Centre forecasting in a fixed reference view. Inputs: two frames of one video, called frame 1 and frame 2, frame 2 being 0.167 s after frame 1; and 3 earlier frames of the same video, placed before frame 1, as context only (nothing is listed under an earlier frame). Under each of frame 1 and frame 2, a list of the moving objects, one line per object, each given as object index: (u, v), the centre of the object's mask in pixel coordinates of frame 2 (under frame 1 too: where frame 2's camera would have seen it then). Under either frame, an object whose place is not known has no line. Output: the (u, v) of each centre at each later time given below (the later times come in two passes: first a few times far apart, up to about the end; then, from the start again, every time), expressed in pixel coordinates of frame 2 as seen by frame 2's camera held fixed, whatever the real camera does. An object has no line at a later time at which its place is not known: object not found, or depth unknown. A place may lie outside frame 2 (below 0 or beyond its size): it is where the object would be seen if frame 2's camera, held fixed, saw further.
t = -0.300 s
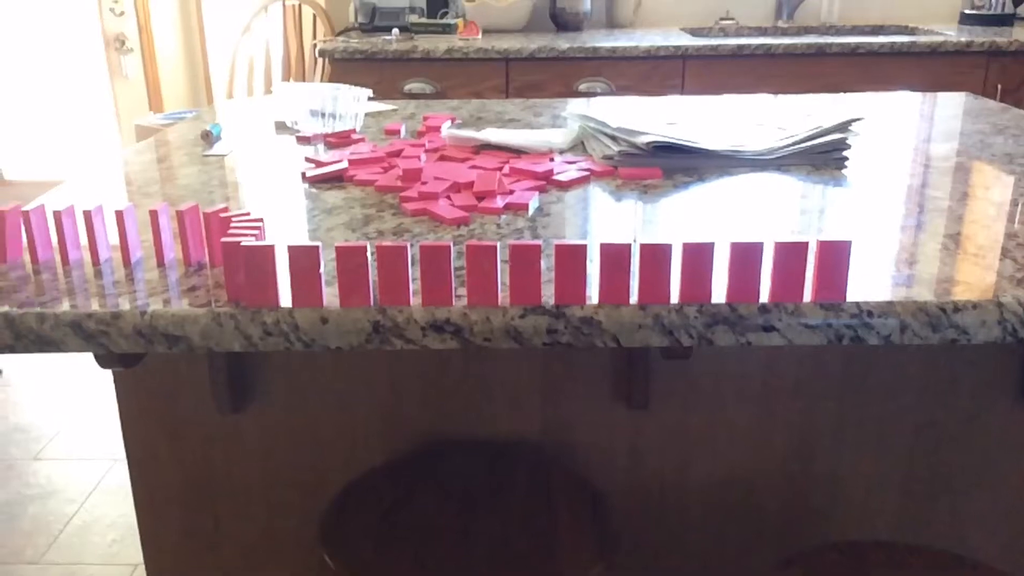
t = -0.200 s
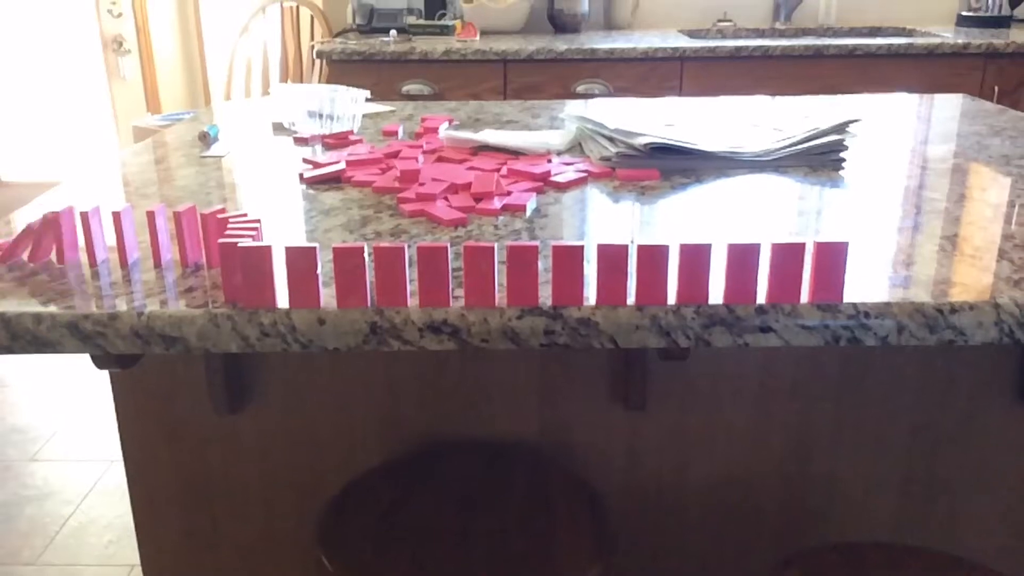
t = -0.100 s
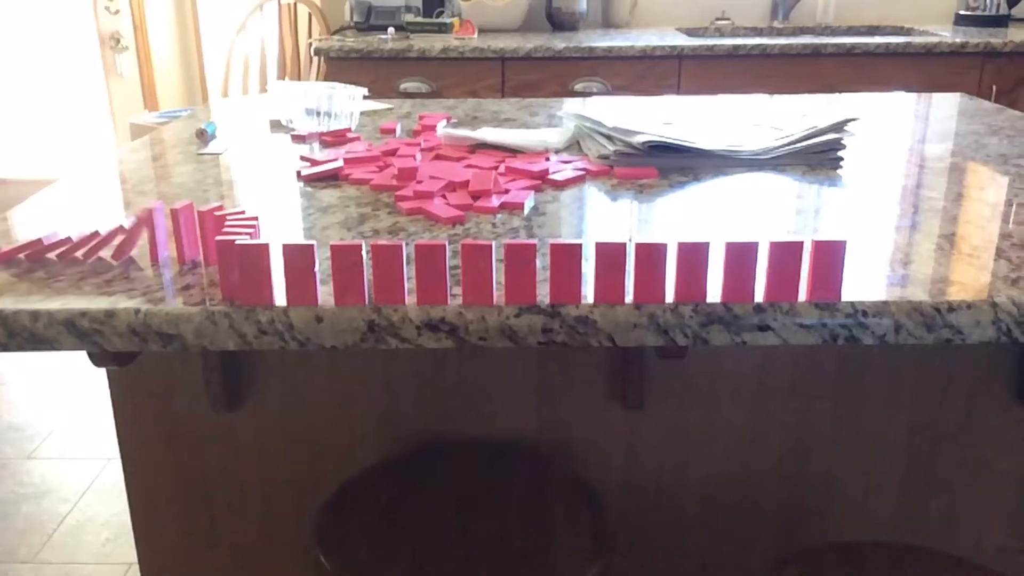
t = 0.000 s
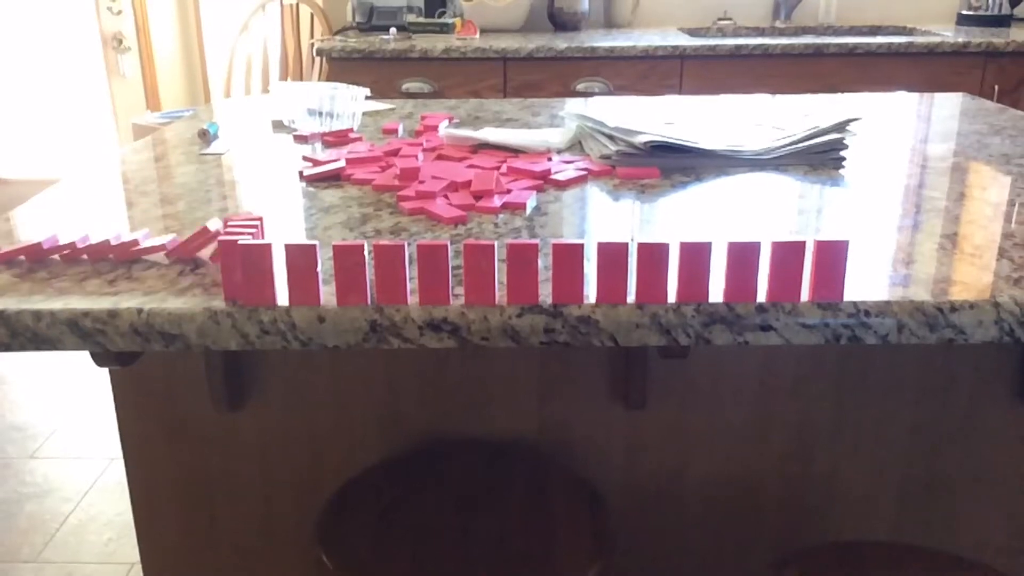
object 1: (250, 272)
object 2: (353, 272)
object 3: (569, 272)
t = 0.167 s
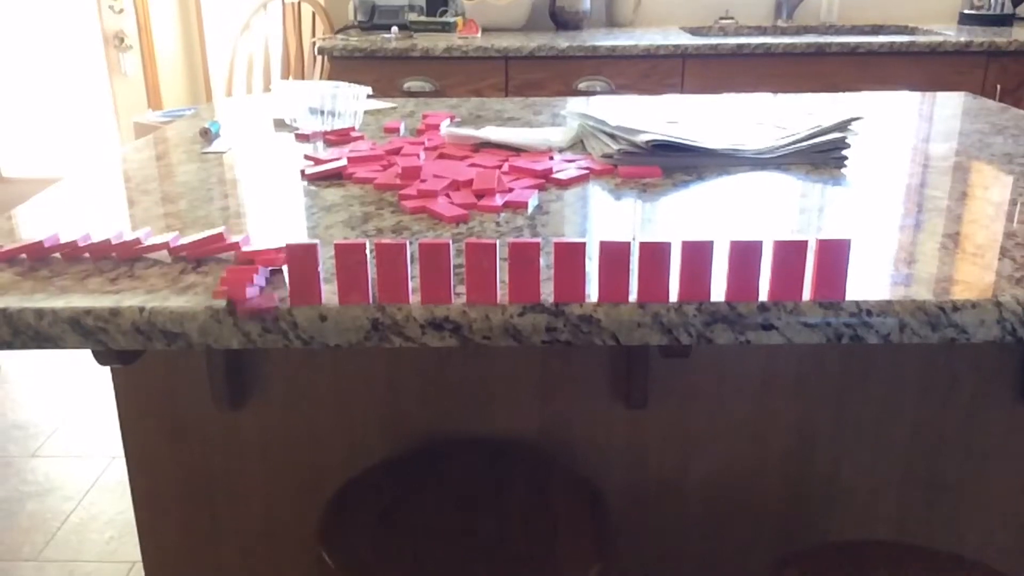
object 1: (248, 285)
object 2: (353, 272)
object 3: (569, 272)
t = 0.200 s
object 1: (262, 327)
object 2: (353, 272)
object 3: (569, 272)
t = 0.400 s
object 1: (260, 331)
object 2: (354, 328)
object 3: (569, 272)
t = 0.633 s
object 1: (260, 331)
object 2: (354, 328)
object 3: (572, 279)
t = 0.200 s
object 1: (262, 327)
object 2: (353, 272)
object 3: (569, 272)
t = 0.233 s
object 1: (261, 331)
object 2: (353, 272)
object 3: (569, 272)
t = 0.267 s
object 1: (260, 332)
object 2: (350, 276)
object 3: (569, 272)
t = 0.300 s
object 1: (260, 332)
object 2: (350, 291)
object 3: (569, 271)
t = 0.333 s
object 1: (260, 331)
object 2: (354, 321)
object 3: (569, 271)
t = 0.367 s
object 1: (260, 331)
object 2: (358, 327)
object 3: (570, 271)
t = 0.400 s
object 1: (260, 331)
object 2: (354, 328)
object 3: (569, 272)
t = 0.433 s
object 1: (260, 331)
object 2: (354, 328)
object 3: (570, 272)
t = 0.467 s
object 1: (260, 331)
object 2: (354, 328)
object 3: (569, 272)
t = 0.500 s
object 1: (260, 331)
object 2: (354, 328)
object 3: (569, 272)
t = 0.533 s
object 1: (260, 331)
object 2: (354, 328)
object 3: (569, 272)
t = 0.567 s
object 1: (260, 332)
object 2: (354, 328)
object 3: (569, 272)
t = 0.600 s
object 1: (260, 331)
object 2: (354, 328)
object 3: (570, 273)
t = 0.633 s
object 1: (260, 331)
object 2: (354, 328)
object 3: (572, 279)
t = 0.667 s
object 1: (260, 332)
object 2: (354, 328)
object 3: (571, 307)
